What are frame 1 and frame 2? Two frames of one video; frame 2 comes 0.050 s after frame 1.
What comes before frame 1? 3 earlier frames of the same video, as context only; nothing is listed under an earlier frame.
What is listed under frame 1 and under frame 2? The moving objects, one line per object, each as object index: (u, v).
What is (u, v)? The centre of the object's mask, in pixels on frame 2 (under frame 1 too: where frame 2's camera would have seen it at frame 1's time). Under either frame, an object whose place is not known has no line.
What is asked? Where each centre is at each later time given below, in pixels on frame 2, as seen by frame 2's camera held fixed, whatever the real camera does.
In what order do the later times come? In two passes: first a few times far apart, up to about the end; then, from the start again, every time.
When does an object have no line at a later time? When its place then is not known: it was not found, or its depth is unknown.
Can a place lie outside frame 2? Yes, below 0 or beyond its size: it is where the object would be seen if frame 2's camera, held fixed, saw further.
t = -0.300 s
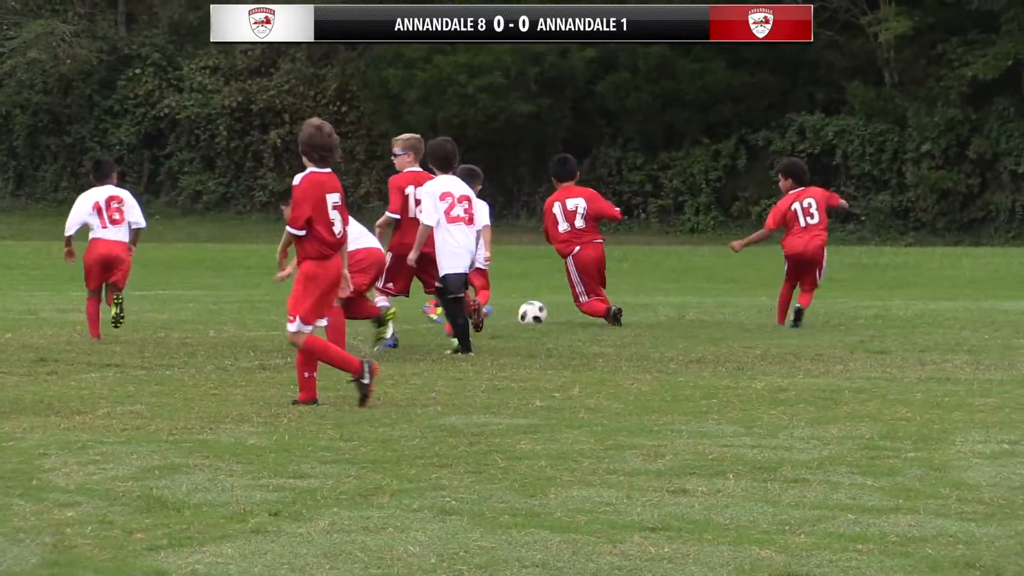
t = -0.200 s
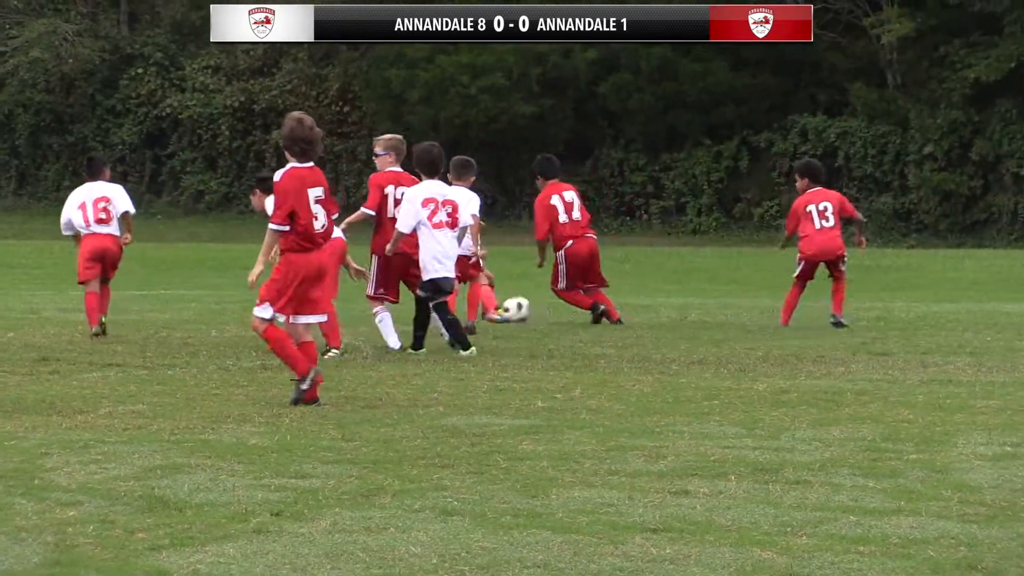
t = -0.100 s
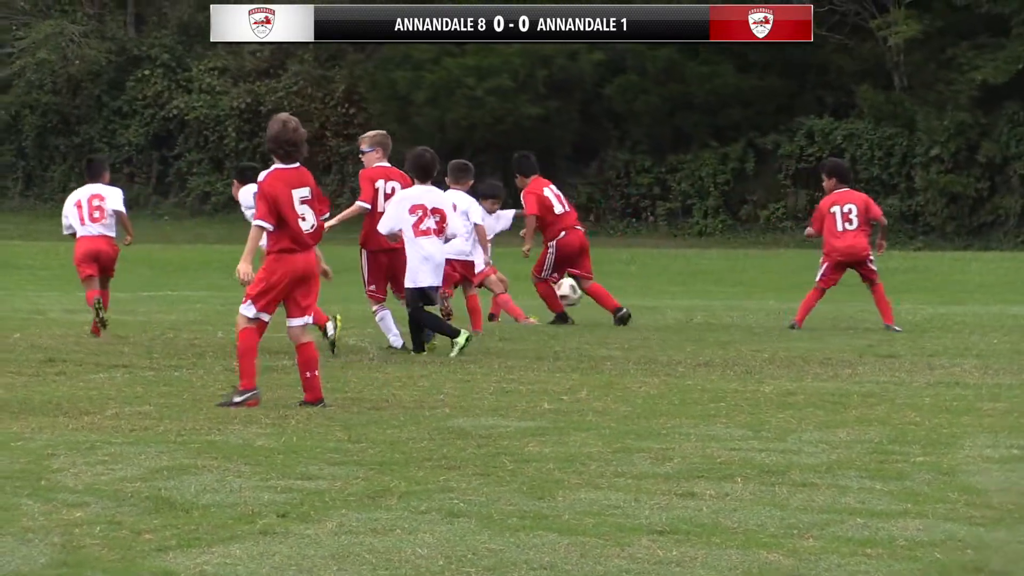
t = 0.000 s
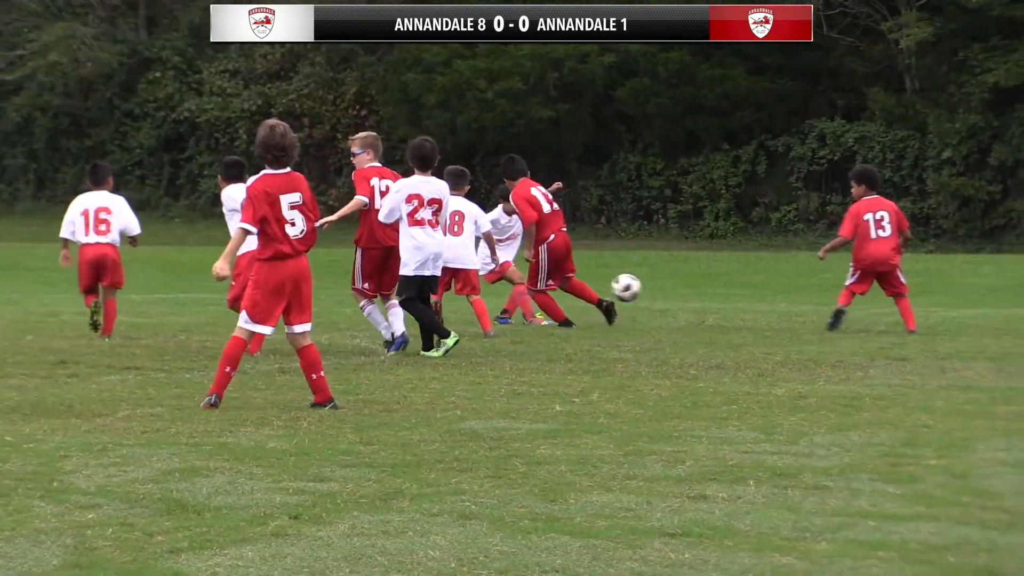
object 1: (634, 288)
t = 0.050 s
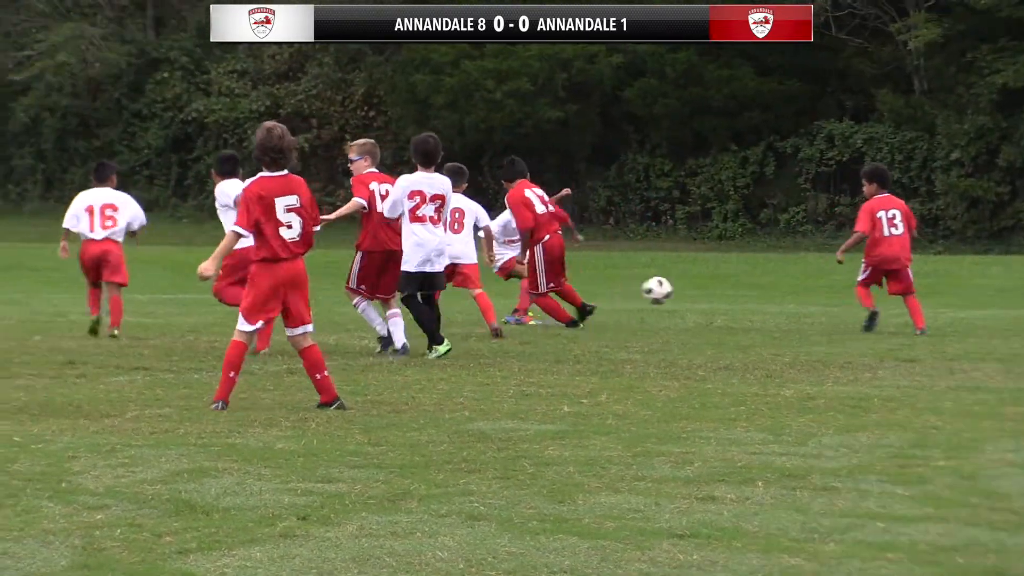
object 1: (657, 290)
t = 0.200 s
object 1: (726, 313)
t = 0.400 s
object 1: (772, 307)
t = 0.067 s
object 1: (665, 292)
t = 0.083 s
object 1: (673, 293)
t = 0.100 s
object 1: (681, 295)
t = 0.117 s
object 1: (688, 297)
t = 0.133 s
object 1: (696, 300)
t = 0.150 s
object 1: (703, 303)
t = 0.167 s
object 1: (711, 306)
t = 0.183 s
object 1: (718, 311)
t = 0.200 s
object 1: (726, 313)
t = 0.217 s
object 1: (733, 316)
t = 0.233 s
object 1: (738, 317)
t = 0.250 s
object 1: (742, 315)
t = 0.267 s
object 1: (745, 313)
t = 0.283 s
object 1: (749, 311)
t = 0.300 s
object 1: (752, 310)
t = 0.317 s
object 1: (756, 309)
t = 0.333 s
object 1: (760, 308)
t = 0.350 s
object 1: (763, 307)
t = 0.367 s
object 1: (766, 307)
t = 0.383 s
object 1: (769, 307)
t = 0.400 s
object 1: (772, 307)
